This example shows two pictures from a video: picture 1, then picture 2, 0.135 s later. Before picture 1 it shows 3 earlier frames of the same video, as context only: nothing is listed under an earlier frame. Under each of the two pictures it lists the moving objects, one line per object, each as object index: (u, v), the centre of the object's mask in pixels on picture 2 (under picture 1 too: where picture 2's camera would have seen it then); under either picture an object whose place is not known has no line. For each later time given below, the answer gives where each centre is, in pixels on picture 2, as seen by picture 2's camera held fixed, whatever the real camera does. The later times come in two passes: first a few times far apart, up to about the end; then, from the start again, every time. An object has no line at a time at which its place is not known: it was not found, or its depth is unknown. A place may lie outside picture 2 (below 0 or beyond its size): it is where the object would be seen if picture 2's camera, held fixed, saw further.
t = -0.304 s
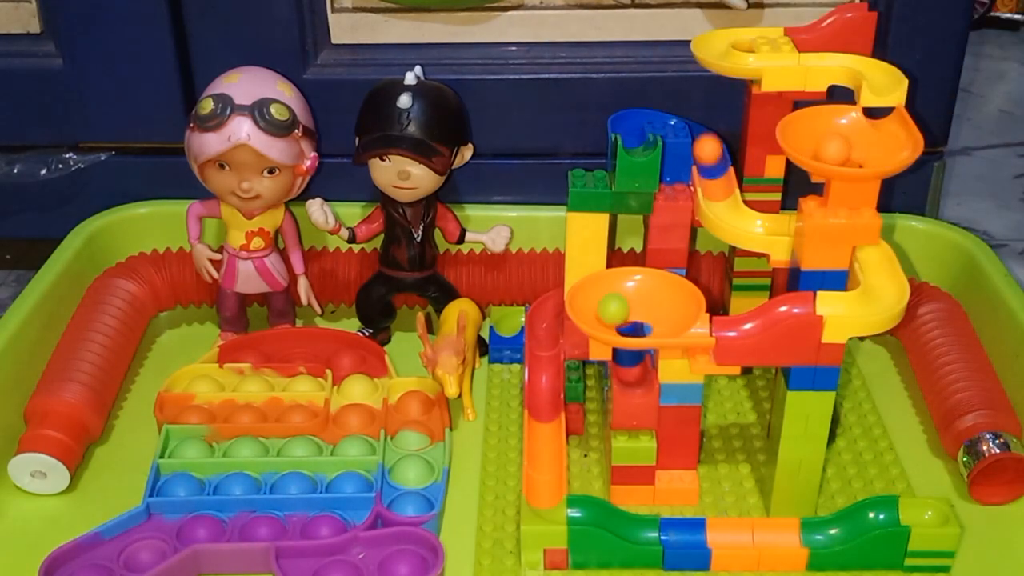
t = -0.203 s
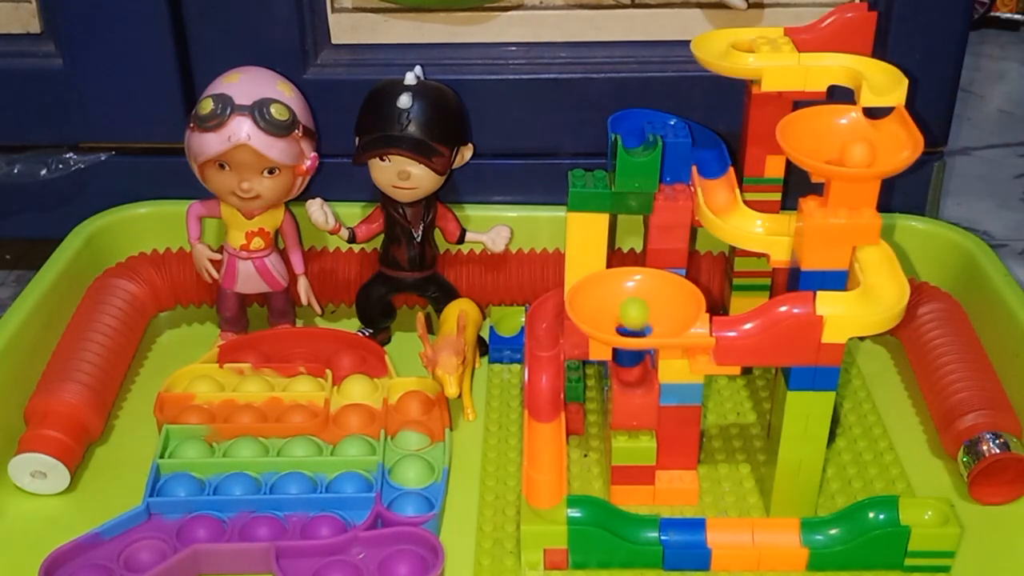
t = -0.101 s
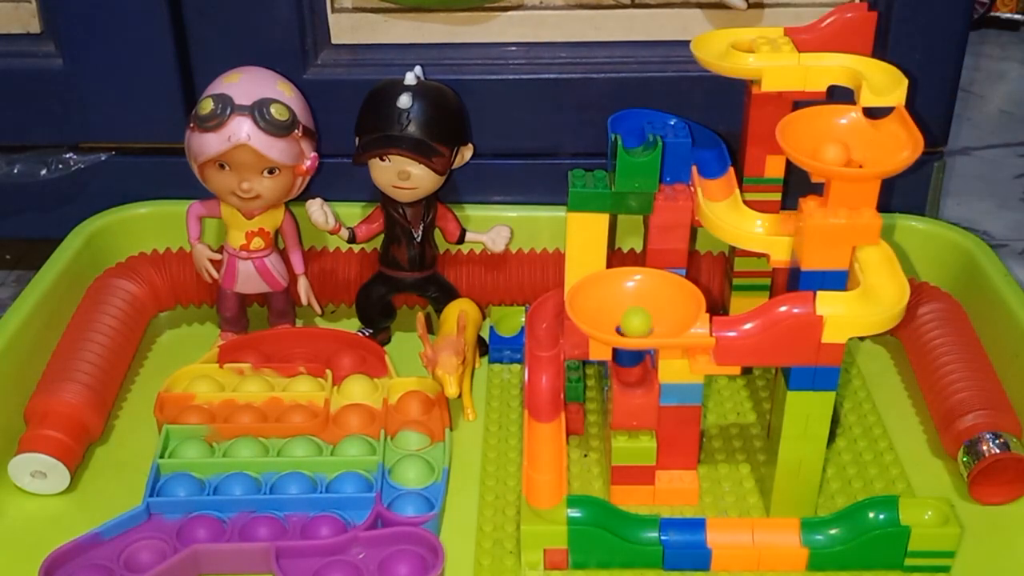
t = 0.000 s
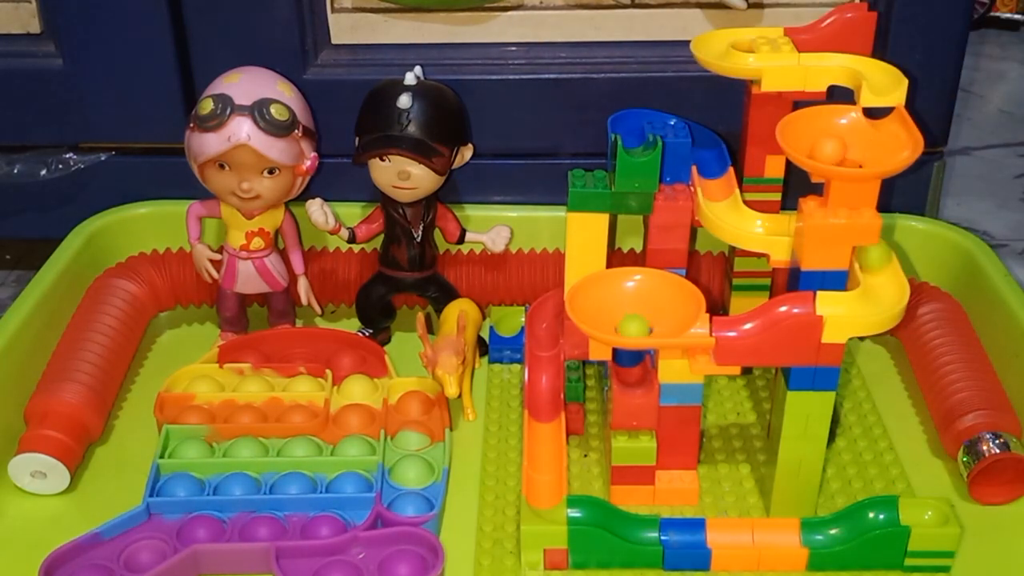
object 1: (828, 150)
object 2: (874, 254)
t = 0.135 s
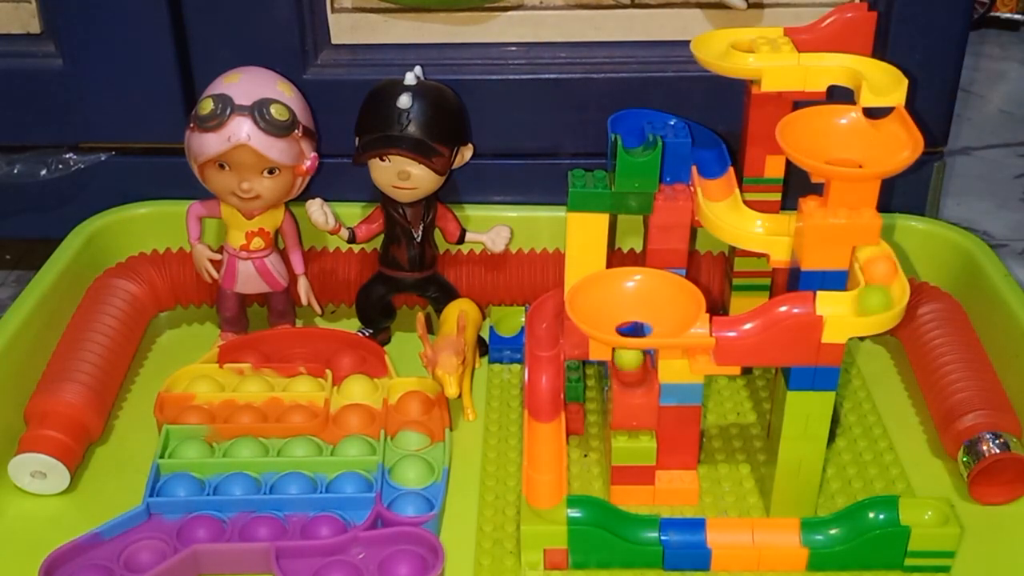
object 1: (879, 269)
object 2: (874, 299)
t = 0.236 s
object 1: (872, 300)
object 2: (809, 301)
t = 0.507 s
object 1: (666, 327)
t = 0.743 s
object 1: (658, 294)
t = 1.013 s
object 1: (596, 287)
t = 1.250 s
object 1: (634, 328)
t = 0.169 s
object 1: (885, 283)
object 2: (855, 303)
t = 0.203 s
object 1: (883, 294)
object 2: (829, 301)
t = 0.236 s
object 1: (872, 300)
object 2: (809, 301)
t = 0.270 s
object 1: (853, 303)
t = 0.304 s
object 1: (830, 302)
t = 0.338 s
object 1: (810, 302)
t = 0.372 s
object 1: (792, 304)
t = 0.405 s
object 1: (764, 316)
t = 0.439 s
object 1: (725, 326)
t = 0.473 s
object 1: (700, 322)
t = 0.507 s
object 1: (666, 327)
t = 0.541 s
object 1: (634, 328)
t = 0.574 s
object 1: (604, 319)
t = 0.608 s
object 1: (587, 306)
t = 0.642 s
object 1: (590, 296)
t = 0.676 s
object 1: (609, 292)
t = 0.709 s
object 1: (633, 291)
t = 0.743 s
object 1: (658, 294)
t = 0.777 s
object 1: (673, 303)
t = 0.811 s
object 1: (675, 314)
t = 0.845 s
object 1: (664, 324)
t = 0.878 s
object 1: (639, 328)
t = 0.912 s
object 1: (617, 323)
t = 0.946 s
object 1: (597, 315)
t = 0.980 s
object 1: (586, 302)
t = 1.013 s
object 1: (596, 287)
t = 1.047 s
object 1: (613, 286)
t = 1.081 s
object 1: (637, 290)
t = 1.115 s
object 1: (659, 297)
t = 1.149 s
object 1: (673, 309)
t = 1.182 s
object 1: (670, 321)
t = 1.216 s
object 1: (658, 325)
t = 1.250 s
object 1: (634, 328)
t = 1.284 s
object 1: (612, 322)
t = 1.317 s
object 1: (596, 314)
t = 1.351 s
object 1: (593, 302)
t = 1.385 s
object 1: (603, 290)
